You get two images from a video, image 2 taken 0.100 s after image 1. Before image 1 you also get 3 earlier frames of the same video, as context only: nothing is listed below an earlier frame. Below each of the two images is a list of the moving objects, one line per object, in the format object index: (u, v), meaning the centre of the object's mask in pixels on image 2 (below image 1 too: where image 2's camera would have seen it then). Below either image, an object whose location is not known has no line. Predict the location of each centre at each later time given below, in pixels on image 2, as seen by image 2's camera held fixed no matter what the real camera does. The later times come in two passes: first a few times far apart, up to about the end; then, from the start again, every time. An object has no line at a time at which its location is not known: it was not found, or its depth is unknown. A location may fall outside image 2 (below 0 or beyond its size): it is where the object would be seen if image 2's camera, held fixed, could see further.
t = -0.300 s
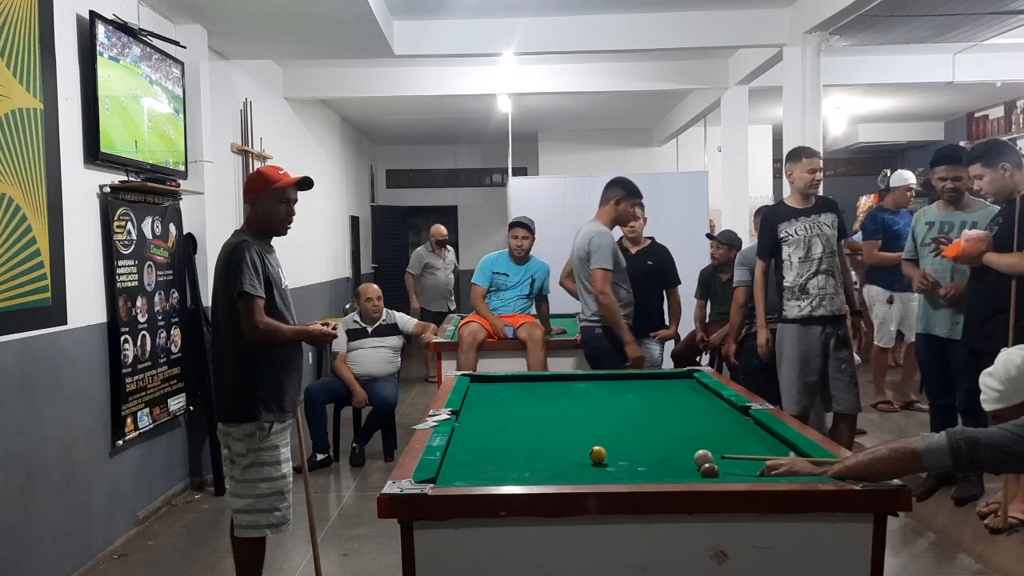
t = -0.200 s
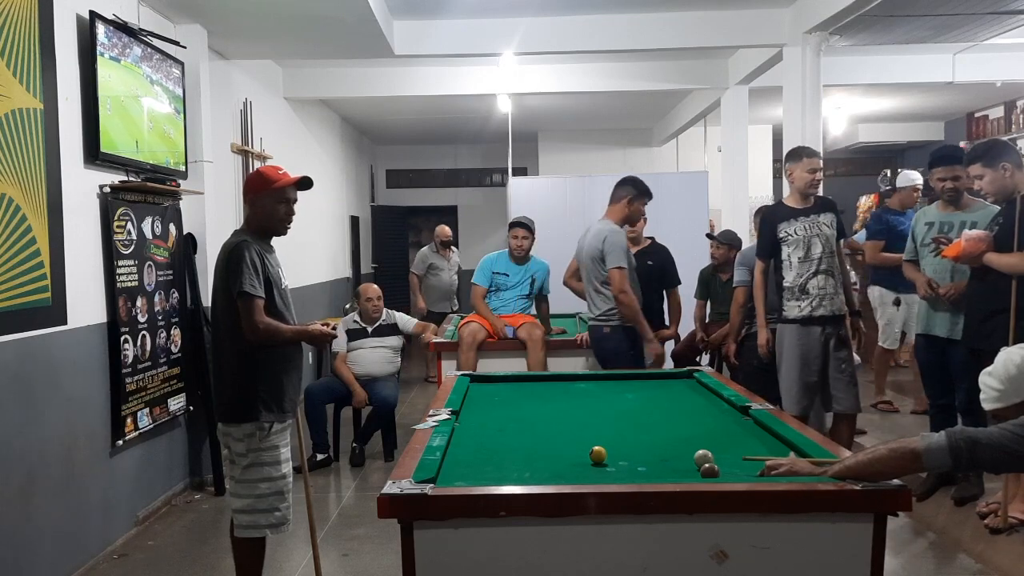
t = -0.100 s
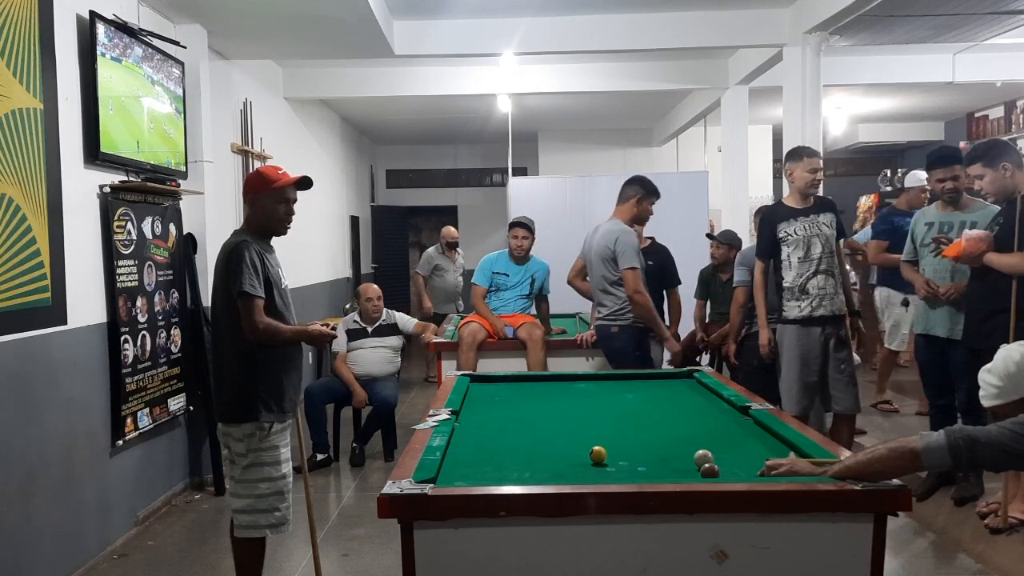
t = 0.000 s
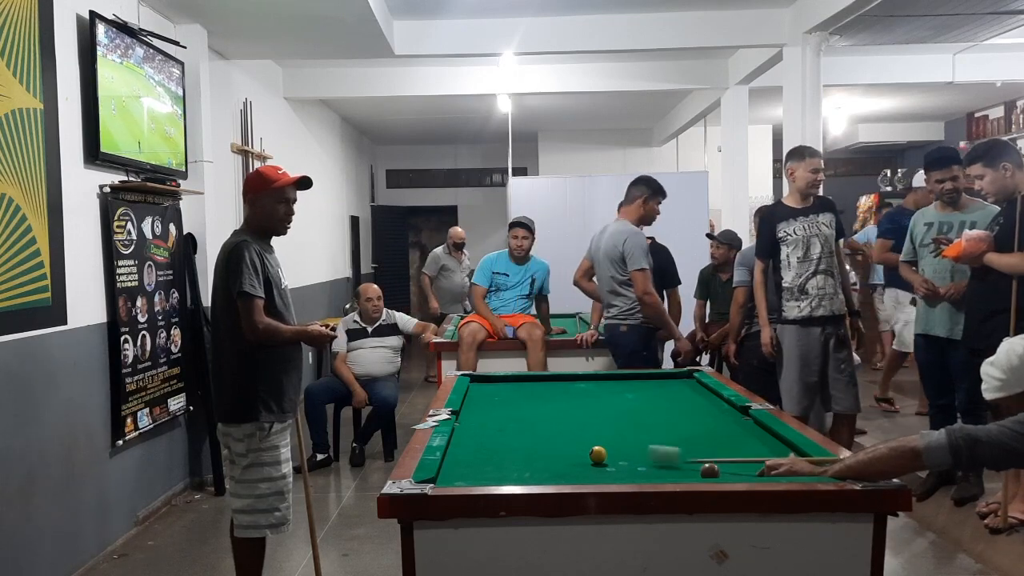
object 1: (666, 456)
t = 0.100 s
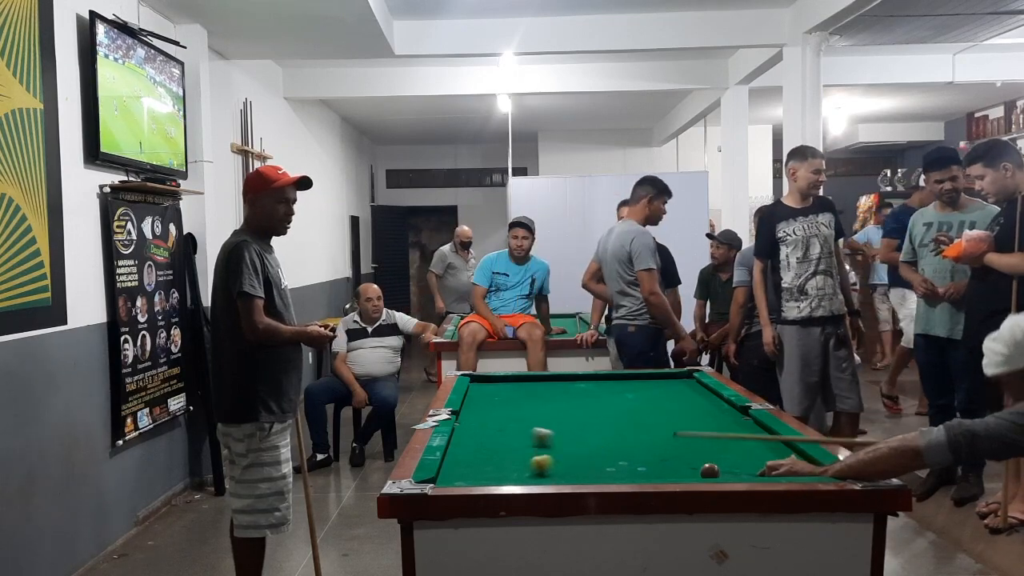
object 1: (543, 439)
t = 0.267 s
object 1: (492, 414)
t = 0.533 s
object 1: (581, 394)
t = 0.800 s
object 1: (647, 379)
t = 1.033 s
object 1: (678, 379)
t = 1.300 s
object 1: (636, 389)
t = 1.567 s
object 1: (591, 399)
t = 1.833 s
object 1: (541, 411)
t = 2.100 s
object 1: (486, 423)
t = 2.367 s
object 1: (476, 434)
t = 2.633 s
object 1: (502, 441)
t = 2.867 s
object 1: (525, 449)
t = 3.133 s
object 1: (552, 457)
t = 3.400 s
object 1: (580, 466)
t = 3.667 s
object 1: (609, 472)
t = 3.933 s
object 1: (634, 474)
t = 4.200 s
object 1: (649, 472)
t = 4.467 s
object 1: (661, 469)
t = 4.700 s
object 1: (669, 466)
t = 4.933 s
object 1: (677, 463)
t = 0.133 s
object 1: (514, 431)
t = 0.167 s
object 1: (488, 426)
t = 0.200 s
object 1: (465, 420)
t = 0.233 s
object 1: (477, 417)
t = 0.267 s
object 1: (492, 414)
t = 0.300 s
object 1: (506, 411)
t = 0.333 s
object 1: (519, 408)
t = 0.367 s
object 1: (531, 405)
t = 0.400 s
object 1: (542, 403)
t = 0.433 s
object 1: (552, 401)
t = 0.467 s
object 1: (562, 399)
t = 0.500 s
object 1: (572, 396)
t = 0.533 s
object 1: (581, 394)
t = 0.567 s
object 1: (590, 392)
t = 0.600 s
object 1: (599, 390)
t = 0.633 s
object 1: (607, 388)
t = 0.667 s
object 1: (616, 387)
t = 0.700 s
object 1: (624, 385)
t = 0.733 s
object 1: (632, 383)
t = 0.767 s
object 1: (639, 381)
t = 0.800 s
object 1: (647, 379)
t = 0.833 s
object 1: (654, 378)
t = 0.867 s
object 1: (661, 376)
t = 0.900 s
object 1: (668, 375)
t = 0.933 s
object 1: (678, 375)
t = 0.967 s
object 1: (688, 376)
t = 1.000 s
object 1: (683, 378)
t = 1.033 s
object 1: (678, 379)
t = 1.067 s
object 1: (672, 380)
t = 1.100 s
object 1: (667, 381)
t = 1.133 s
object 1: (662, 383)
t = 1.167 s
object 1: (657, 384)
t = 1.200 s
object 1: (652, 385)
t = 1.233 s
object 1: (647, 386)
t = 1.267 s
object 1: (641, 388)
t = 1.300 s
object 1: (636, 389)
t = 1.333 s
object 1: (631, 390)
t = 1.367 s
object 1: (625, 391)
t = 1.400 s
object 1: (620, 393)
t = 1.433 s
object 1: (614, 394)
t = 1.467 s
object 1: (608, 395)
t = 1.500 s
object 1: (602, 396)
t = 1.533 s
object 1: (597, 398)
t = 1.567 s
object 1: (591, 399)
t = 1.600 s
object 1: (585, 401)
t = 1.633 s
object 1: (579, 402)
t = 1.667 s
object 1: (573, 403)
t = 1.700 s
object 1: (566, 405)
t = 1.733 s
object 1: (560, 406)
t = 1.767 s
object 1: (554, 408)
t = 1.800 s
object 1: (547, 409)
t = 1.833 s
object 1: (541, 411)
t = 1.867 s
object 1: (534, 412)
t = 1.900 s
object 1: (528, 414)
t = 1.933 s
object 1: (521, 415)
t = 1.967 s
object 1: (514, 417)
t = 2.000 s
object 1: (507, 418)
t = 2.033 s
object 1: (500, 420)
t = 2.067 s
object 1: (493, 421)
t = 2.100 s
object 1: (486, 423)
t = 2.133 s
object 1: (478, 425)
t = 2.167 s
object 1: (471, 427)
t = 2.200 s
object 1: (463, 428)
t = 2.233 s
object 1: (462, 430)
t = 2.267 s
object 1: (467, 430)
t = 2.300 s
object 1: (470, 431)
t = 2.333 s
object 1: (473, 433)
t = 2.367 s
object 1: (476, 434)
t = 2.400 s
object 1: (479, 434)
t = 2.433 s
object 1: (483, 436)
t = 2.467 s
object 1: (486, 436)
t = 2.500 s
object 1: (489, 438)
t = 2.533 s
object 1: (492, 438)
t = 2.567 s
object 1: (495, 440)
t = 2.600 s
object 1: (499, 441)
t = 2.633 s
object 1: (502, 441)
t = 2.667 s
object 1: (505, 443)
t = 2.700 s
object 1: (508, 444)
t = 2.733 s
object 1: (512, 445)
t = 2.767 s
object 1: (515, 446)
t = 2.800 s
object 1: (518, 447)
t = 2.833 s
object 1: (521, 448)
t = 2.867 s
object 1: (525, 449)
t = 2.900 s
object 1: (528, 450)
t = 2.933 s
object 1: (531, 451)
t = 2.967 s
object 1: (535, 452)
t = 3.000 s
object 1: (538, 453)
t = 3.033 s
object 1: (542, 454)
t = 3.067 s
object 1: (545, 455)
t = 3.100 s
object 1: (549, 456)
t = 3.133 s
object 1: (552, 457)
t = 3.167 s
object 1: (555, 458)
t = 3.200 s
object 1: (559, 459)
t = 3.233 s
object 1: (562, 460)
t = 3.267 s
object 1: (566, 461)
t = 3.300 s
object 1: (569, 463)
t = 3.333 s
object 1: (573, 463)
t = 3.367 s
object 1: (577, 465)
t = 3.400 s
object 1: (580, 466)
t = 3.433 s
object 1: (584, 467)
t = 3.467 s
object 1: (587, 468)
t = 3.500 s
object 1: (591, 469)
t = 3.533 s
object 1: (594, 470)
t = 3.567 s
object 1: (598, 471)
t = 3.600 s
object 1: (602, 471)
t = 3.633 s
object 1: (605, 471)
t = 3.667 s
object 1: (609, 472)
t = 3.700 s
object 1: (612, 472)
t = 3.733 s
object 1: (616, 473)
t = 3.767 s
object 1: (619, 474)
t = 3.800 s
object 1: (623, 474)
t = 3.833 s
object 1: (627, 474)
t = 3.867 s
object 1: (630, 475)
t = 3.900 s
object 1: (632, 475)
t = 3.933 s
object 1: (634, 474)
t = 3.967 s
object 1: (636, 474)
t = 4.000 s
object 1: (638, 474)
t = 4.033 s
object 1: (640, 474)
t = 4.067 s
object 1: (642, 473)
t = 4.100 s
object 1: (643, 473)
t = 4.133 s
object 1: (645, 473)
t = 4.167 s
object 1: (647, 472)
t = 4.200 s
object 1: (649, 472)
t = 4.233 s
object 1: (650, 471)
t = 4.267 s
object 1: (652, 471)
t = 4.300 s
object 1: (653, 470)
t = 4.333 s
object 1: (655, 470)
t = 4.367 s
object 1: (656, 470)
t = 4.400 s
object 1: (658, 470)
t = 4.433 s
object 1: (659, 469)
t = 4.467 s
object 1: (661, 469)
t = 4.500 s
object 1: (662, 469)
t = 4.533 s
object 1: (663, 468)
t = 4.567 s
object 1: (665, 468)
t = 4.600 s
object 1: (666, 468)
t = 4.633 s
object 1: (667, 467)
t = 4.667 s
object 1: (668, 467)
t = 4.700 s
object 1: (669, 466)
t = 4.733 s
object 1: (670, 466)
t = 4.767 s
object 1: (672, 466)
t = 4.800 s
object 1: (673, 465)
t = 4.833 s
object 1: (674, 464)
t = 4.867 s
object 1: (675, 464)
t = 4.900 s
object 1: (676, 464)
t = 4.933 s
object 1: (677, 463)
